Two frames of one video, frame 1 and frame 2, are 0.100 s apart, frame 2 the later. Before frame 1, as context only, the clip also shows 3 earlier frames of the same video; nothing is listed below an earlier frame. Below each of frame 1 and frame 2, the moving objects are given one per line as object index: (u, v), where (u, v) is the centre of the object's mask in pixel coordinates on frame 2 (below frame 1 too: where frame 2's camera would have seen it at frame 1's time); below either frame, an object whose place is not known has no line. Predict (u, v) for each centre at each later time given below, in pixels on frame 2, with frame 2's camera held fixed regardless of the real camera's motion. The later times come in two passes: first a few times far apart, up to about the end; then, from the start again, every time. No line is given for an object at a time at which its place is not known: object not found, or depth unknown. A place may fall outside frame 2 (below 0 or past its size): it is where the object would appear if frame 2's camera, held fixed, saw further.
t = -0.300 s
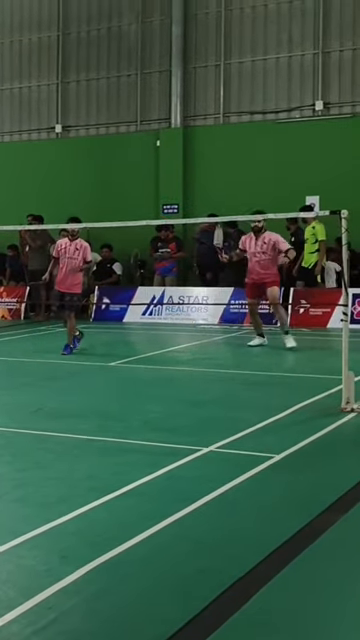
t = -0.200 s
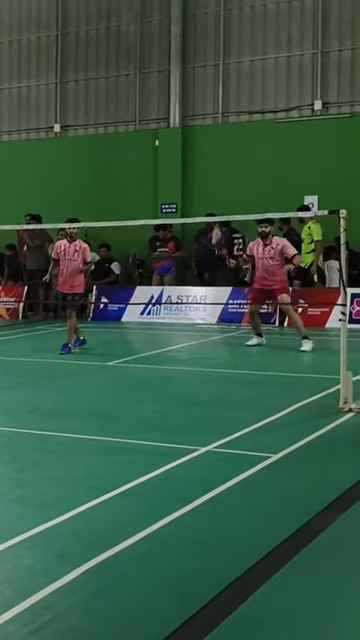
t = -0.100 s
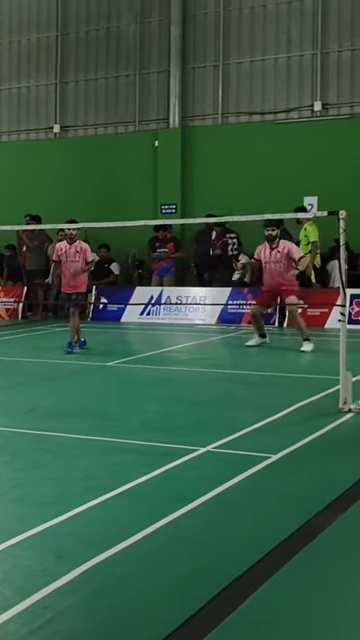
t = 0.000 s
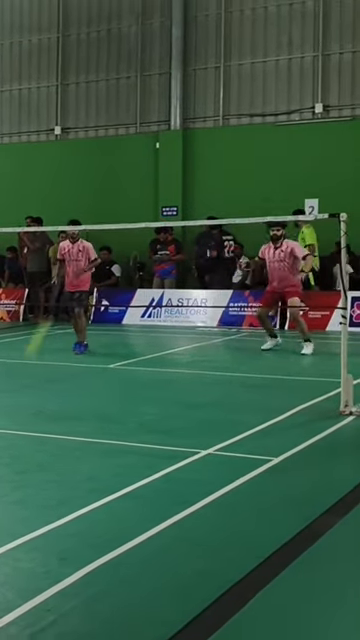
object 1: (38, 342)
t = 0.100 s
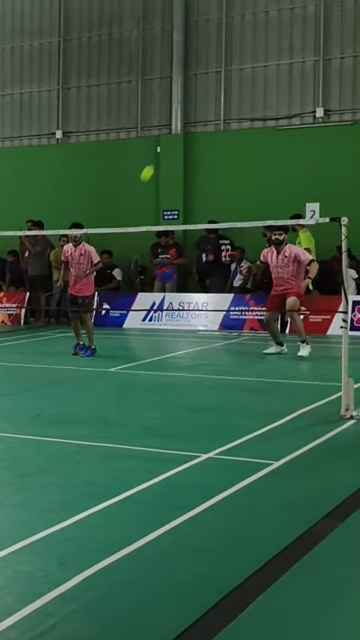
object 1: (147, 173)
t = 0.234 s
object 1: (199, 105)
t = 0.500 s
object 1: (239, 91)
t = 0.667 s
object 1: (253, 115)
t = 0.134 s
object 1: (164, 147)
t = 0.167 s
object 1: (179, 130)
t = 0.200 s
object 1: (190, 115)
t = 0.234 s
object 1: (199, 105)
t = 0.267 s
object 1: (206, 98)
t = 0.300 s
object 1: (213, 92)
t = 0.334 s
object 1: (219, 88)
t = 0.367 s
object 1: (223, 87)
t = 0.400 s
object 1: (228, 87)
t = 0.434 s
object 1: (233, 87)
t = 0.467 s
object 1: (236, 88)
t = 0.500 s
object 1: (239, 91)
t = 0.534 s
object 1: (242, 94)
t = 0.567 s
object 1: (245, 99)
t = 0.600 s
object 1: (248, 103)
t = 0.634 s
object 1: (251, 109)
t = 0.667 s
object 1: (253, 115)
